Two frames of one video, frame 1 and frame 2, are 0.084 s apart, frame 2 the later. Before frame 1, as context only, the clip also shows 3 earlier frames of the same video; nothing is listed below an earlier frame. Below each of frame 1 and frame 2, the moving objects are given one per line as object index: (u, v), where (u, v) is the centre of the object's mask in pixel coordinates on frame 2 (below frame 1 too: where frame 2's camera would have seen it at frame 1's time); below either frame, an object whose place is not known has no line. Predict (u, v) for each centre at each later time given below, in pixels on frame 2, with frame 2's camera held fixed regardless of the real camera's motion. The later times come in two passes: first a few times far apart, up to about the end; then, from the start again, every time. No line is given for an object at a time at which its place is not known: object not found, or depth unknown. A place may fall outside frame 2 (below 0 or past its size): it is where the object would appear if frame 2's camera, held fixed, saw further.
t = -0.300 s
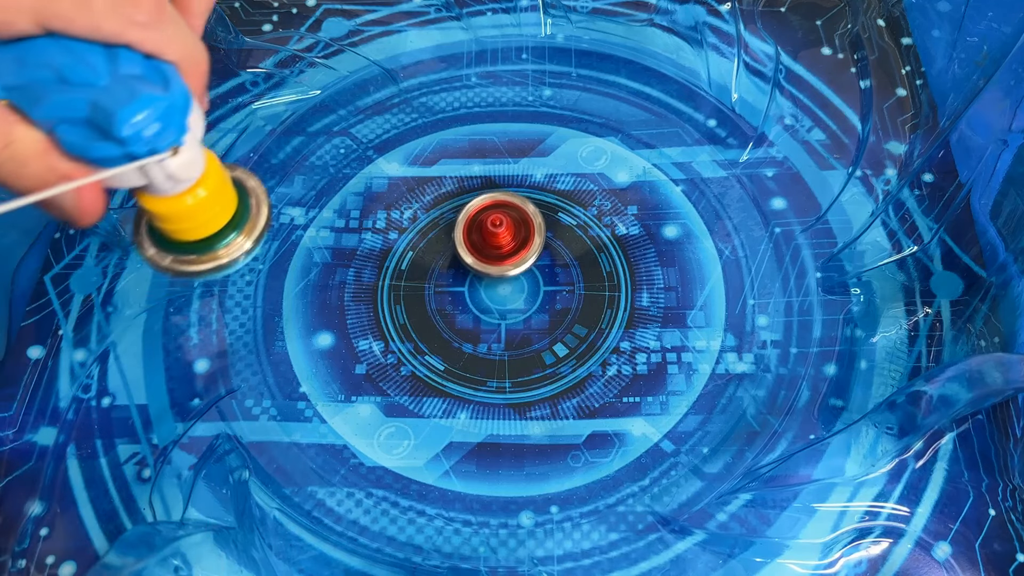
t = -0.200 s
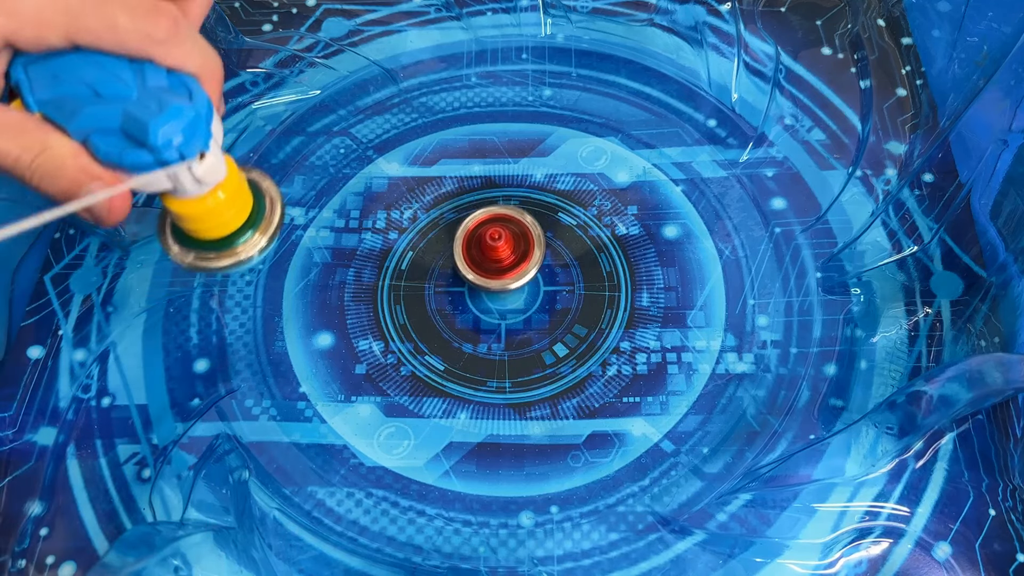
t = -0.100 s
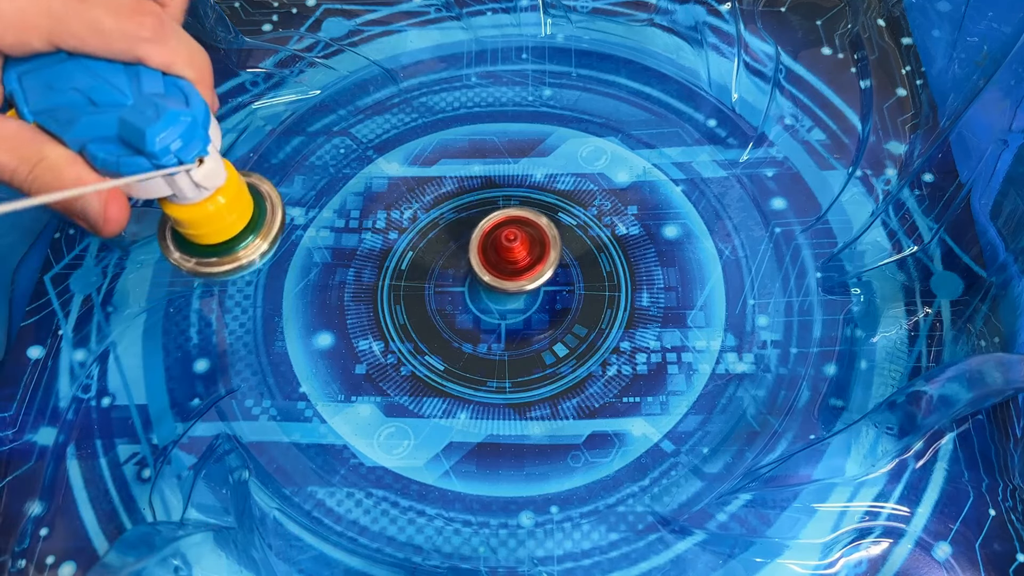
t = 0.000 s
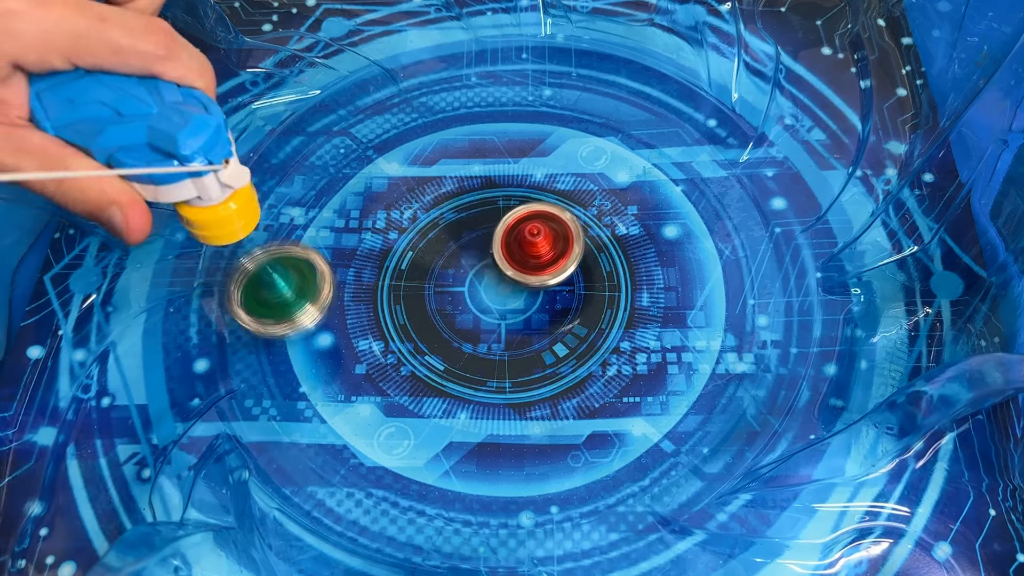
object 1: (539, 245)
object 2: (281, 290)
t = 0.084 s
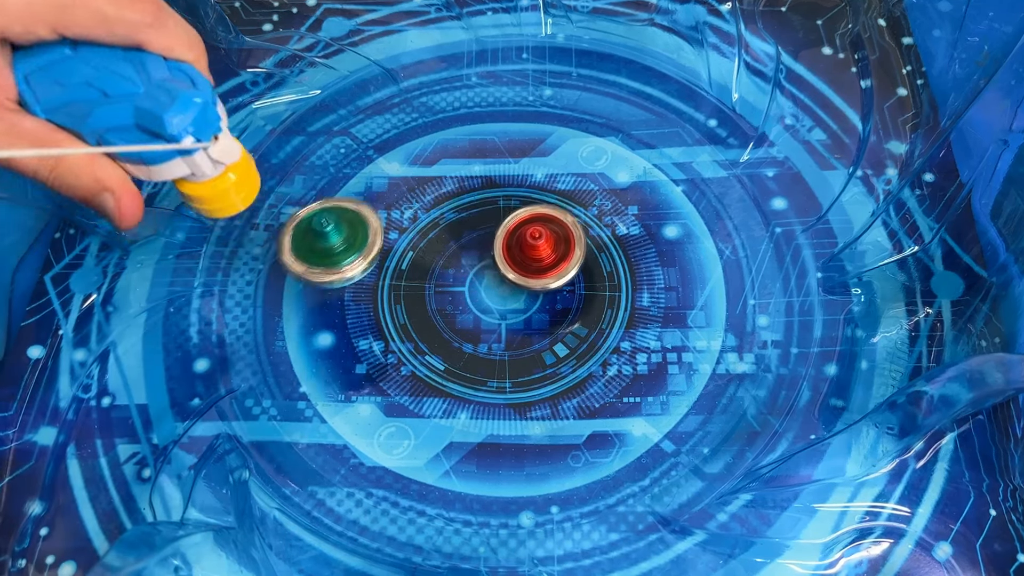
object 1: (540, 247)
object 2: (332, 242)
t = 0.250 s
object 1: (530, 259)
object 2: (461, 199)
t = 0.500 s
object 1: (531, 255)
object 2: (546, 150)
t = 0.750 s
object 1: (502, 292)
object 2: (538, 130)
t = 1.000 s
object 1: (526, 287)
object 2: (500, 119)
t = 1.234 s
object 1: (533, 260)
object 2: (469, 149)
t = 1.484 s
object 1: (514, 296)
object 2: (469, 196)
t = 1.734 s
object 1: (532, 332)
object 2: (486, 146)
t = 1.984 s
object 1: (534, 259)
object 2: (511, 128)
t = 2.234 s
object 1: (486, 239)
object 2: (543, 141)
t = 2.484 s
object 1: (477, 276)
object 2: (565, 166)
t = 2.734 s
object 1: (475, 273)
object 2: (564, 209)
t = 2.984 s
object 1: (457, 269)
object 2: (590, 237)
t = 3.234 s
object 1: (486, 258)
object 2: (594, 244)
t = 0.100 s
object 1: (538, 249)
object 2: (344, 236)
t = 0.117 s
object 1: (536, 250)
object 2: (358, 233)
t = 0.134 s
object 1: (533, 251)
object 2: (372, 233)
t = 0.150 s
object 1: (530, 251)
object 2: (387, 237)
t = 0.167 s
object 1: (528, 252)
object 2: (402, 241)
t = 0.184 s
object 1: (526, 252)
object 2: (415, 231)
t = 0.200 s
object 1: (525, 253)
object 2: (428, 222)
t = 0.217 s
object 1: (524, 254)
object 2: (441, 216)
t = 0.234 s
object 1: (525, 256)
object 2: (453, 208)
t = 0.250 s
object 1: (530, 259)
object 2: (461, 199)
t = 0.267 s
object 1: (535, 261)
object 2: (471, 191)
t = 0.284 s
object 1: (540, 264)
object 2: (480, 187)
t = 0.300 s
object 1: (543, 266)
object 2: (489, 181)
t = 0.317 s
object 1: (546, 267)
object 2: (496, 172)
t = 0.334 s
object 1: (548, 268)
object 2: (503, 167)
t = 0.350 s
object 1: (549, 269)
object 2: (511, 164)
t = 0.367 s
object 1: (550, 269)
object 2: (518, 161)
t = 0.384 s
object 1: (550, 268)
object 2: (523, 157)
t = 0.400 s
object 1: (549, 267)
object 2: (529, 155)
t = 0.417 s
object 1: (547, 265)
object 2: (533, 153)
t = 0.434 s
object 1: (545, 263)
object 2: (537, 152)
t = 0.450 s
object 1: (542, 261)
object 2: (541, 150)
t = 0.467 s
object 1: (538, 260)
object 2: (543, 150)
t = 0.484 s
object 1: (534, 257)
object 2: (545, 150)
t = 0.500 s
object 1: (531, 255)
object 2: (546, 150)
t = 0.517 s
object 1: (528, 253)
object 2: (547, 151)
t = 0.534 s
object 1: (526, 251)
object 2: (546, 152)
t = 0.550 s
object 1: (524, 249)
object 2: (546, 154)
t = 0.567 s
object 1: (523, 248)
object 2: (545, 156)
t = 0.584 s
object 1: (523, 247)
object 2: (544, 158)
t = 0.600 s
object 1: (522, 246)
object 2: (542, 160)
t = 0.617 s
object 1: (522, 246)
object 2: (539, 163)
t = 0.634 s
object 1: (522, 245)
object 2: (536, 165)
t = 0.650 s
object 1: (522, 247)
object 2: (534, 164)
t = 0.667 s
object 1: (518, 255)
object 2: (536, 157)
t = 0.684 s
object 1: (514, 264)
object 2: (537, 150)
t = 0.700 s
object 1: (511, 271)
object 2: (538, 144)
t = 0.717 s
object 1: (508, 279)
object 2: (539, 139)
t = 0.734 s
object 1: (505, 286)
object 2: (539, 134)
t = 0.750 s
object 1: (502, 292)
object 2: (538, 130)
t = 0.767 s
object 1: (500, 297)
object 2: (537, 127)
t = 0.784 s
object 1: (499, 301)
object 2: (535, 124)
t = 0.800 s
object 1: (499, 304)
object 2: (533, 122)
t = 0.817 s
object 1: (499, 307)
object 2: (531, 120)
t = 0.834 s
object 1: (499, 308)
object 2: (529, 119)
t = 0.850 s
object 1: (500, 308)
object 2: (526, 117)
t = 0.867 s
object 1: (502, 309)
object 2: (524, 116)
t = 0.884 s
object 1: (503, 308)
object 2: (521, 115)
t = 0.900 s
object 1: (506, 307)
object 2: (518, 115)
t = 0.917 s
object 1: (508, 305)
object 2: (515, 115)
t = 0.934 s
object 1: (511, 302)
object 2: (512, 116)
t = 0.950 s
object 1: (514, 300)
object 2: (509, 116)
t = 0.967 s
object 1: (518, 296)
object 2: (506, 117)
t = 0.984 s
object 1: (522, 292)
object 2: (503, 118)
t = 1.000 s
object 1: (526, 287)
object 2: (500, 119)
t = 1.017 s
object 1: (529, 282)
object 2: (497, 121)
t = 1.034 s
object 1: (532, 278)
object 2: (494, 122)
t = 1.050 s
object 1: (535, 275)
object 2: (491, 124)
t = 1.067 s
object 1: (537, 271)
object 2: (489, 125)
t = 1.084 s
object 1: (539, 269)
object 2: (486, 127)
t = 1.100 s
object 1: (540, 266)
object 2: (484, 129)
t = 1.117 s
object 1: (542, 264)
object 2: (481, 131)
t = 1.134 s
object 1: (541, 263)
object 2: (479, 133)
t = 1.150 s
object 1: (540, 261)
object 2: (477, 136)
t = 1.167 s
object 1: (538, 261)
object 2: (475, 138)
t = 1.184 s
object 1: (537, 260)
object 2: (474, 141)
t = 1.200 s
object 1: (536, 259)
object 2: (472, 144)
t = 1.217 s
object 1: (535, 259)
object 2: (470, 146)
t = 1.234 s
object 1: (533, 260)
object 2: (469, 149)
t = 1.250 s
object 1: (533, 261)
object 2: (468, 152)
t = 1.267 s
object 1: (532, 262)
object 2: (467, 155)
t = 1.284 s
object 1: (531, 263)
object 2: (466, 158)
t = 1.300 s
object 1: (530, 265)
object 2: (465, 161)
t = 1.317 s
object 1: (528, 267)
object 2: (464, 164)
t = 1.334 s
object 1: (528, 269)
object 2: (464, 167)
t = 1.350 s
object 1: (527, 272)
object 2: (464, 170)
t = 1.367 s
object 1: (526, 275)
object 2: (464, 174)
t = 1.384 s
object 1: (524, 278)
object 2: (464, 177)
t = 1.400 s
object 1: (524, 280)
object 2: (465, 180)
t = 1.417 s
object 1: (522, 284)
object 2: (465, 184)
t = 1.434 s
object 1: (521, 287)
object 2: (466, 187)
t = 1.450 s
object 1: (518, 291)
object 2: (467, 190)
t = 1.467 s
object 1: (516, 294)
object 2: (468, 193)
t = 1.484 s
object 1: (514, 296)
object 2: (469, 196)
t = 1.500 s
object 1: (512, 298)
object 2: (471, 199)
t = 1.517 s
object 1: (509, 298)
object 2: (472, 202)
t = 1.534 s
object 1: (507, 298)
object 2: (474, 205)
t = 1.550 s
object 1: (506, 296)
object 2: (475, 207)
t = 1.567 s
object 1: (506, 294)
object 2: (477, 210)
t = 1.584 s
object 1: (506, 297)
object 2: (478, 207)
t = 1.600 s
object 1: (508, 306)
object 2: (478, 197)
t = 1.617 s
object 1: (510, 314)
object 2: (478, 189)
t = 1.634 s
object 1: (513, 320)
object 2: (480, 180)
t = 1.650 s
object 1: (516, 325)
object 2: (480, 172)
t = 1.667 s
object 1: (519, 329)
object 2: (481, 166)
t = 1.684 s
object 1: (522, 332)
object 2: (482, 160)
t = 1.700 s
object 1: (525, 333)
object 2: (483, 154)
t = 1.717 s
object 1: (528, 333)
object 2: (485, 150)
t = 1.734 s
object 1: (532, 332)
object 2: (486, 146)
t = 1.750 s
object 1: (535, 331)
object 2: (487, 142)
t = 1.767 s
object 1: (539, 329)
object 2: (488, 139)
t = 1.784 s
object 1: (542, 326)
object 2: (490, 136)
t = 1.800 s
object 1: (545, 323)
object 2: (491, 134)
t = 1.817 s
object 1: (547, 319)
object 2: (493, 132)
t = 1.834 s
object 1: (549, 314)
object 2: (495, 130)
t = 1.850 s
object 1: (551, 309)
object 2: (496, 129)
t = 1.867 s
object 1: (551, 303)
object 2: (498, 128)
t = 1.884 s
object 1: (552, 297)
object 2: (500, 127)
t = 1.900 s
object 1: (551, 290)
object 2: (502, 127)
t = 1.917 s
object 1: (549, 284)
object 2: (504, 127)
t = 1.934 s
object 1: (546, 278)
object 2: (506, 127)
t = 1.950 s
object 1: (543, 271)
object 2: (508, 127)
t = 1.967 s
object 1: (539, 265)
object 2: (509, 127)
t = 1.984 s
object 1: (534, 259)
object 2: (511, 128)
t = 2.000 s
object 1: (530, 253)
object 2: (513, 128)
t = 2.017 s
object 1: (526, 249)
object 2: (516, 129)
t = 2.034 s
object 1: (522, 244)
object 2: (517, 130)
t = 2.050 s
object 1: (519, 241)
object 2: (520, 131)
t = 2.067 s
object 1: (515, 237)
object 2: (522, 132)
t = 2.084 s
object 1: (511, 235)
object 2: (524, 133)
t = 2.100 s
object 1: (507, 232)
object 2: (526, 134)
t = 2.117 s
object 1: (504, 230)
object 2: (527, 135)
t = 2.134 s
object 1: (500, 230)
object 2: (530, 136)
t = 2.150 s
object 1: (497, 229)
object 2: (532, 137)
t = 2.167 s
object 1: (494, 230)
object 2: (534, 138)
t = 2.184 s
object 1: (491, 231)
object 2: (536, 139)
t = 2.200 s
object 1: (489, 233)
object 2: (538, 139)
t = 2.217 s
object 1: (487, 237)
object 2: (540, 140)
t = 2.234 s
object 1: (486, 239)
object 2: (543, 141)
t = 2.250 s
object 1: (485, 242)
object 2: (545, 142)
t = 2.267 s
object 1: (482, 244)
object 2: (548, 143)
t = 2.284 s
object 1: (480, 247)
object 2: (550, 144)
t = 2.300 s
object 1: (478, 249)
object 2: (552, 146)
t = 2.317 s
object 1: (475, 251)
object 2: (553, 147)
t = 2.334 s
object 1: (473, 254)
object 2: (555, 148)
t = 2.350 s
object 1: (470, 257)
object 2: (557, 150)
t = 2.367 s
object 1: (468, 259)
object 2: (558, 151)
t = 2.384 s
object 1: (467, 262)
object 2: (560, 153)
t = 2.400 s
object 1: (468, 265)
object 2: (561, 155)
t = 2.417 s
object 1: (469, 268)
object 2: (562, 157)
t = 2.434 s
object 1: (471, 271)
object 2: (563, 159)
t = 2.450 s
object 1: (474, 273)
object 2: (564, 161)
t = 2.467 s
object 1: (476, 275)
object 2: (564, 163)
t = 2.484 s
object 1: (477, 276)
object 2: (565, 166)
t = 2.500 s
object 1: (478, 278)
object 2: (566, 168)
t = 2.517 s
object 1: (479, 279)
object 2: (566, 171)
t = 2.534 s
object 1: (479, 280)
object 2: (566, 173)
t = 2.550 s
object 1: (479, 280)
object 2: (567, 176)
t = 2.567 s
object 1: (478, 280)
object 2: (567, 179)
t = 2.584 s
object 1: (478, 280)
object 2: (567, 181)
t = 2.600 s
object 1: (477, 279)
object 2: (567, 184)
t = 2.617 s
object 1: (476, 279)
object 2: (567, 187)
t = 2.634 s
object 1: (476, 278)
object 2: (567, 190)
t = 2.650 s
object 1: (476, 277)
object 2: (567, 193)
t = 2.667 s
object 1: (476, 276)
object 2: (566, 196)
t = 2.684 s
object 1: (476, 275)
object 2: (566, 199)
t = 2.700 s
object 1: (476, 274)
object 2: (565, 203)
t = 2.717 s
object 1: (476, 274)
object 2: (565, 206)
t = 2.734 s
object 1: (475, 273)
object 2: (564, 209)
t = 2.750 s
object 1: (475, 273)
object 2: (564, 212)
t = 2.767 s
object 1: (474, 272)
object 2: (564, 215)
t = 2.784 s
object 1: (472, 271)
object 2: (563, 218)
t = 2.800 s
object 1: (471, 270)
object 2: (562, 221)
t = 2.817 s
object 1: (470, 269)
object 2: (561, 225)
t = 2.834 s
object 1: (470, 267)
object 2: (561, 227)
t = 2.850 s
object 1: (469, 266)
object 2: (560, 230)
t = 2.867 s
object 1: (464, 266)
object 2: (565, 231)
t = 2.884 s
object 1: (460, 267)
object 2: (570, 232)
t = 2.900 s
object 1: (457, 267)
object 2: (575, 233)
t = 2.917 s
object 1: (455, 267)
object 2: (579, 233)
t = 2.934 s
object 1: (455, 267)
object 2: (583, 234)
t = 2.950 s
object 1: (455, 268)
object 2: (586, 235)
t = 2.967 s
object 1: (456, 268)
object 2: (588, 236)
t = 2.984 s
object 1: (457, 269)
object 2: (590, 237)
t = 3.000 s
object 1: (460, 269)
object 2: (592, 237)
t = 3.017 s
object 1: (463, 270)
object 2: (594, 238)
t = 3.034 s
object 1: (467, 271)
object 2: (595, 238)
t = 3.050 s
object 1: (471, 271)
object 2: (596, 239)
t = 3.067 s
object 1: (476, 272)
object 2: (596, 240)
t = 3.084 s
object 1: (479, 272)
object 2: (597, 240)
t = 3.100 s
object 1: (482, 272)
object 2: (597, 241)
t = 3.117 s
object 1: (484, 271)
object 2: (597, 242)
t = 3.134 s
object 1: (485, 271)
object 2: (597, 242)
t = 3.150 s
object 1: (486, 270)
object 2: (596, 243)
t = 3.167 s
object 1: (487, 268)
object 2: (596, 243)
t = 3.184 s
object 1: (487, 266)
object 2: (596, 243)
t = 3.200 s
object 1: (487, 264)
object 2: (595, 244)
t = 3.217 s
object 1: (487, 261)
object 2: (594, 244)
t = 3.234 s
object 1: (486, 258)
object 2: (594, 244)
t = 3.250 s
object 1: (485, 255)
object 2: (593, 245)
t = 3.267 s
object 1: (483, 251)
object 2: (592, 245)
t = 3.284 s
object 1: (481, 247)
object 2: (591, 245)
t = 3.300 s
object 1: (479, 243)
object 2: (590, 245)
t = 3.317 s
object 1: (479, 240)
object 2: (589, 246)
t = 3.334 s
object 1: (478, 238)
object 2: (587, 246)
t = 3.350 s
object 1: (478, 236)
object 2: (586, 247)
